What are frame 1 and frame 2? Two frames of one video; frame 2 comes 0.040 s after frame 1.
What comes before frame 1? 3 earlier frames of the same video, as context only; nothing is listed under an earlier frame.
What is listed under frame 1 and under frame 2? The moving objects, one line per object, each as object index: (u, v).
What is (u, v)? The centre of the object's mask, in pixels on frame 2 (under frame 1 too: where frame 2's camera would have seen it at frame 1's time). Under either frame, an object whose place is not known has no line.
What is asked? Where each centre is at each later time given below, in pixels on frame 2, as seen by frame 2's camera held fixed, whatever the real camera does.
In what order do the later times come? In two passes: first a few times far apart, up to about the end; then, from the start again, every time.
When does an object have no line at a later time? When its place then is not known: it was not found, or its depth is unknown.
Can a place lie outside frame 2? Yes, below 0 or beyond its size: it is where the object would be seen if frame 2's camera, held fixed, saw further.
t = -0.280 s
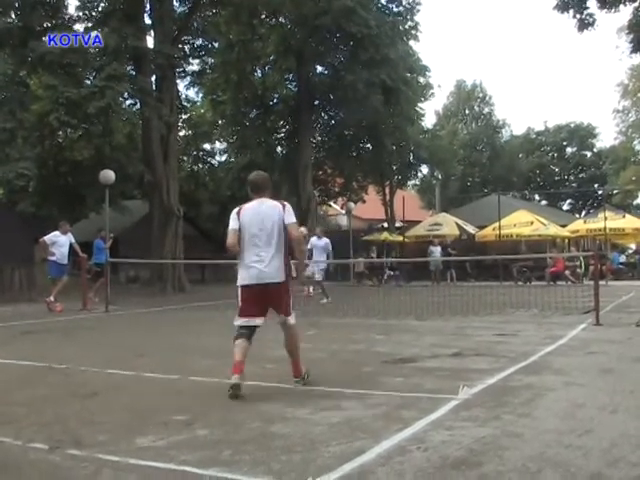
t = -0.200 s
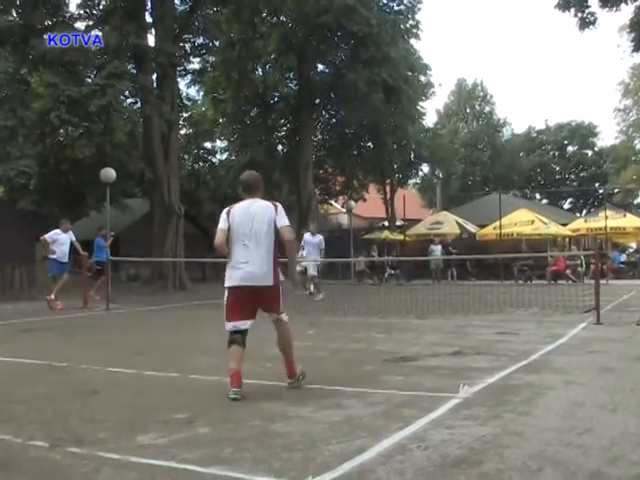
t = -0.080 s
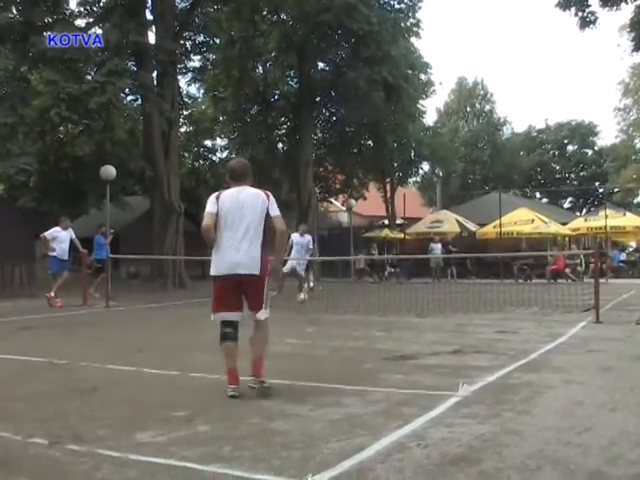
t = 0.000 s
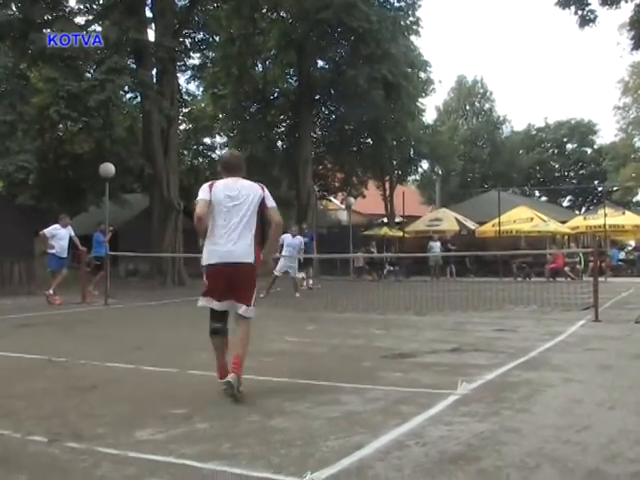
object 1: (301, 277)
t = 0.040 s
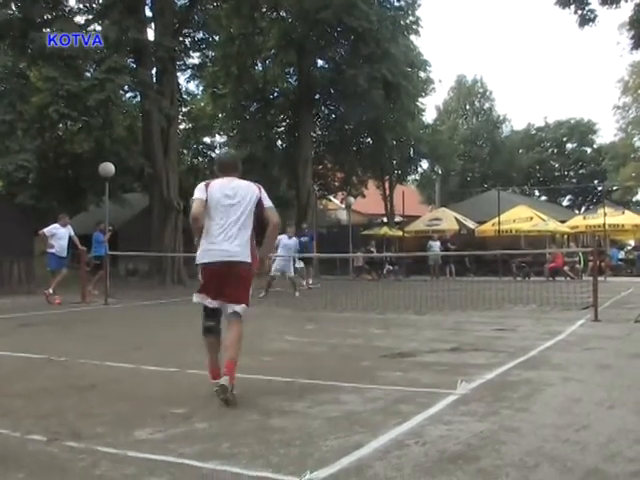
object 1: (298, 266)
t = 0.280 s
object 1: (295, 218)
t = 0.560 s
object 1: (291, 196)
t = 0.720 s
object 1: (289, 200)
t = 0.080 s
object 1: (299, 256)
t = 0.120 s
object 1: (298, 248)
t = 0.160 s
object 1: (298, 239)
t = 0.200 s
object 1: (296, 231)
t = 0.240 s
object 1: (296, 224)
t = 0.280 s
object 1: (295, 218)
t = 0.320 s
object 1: (295, 213)
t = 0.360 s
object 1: (294, 208)
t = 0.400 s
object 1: (294, 203)
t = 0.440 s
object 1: (293, 201)
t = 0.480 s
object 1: (292, 199)
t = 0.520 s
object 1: (292, 197)
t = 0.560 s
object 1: (291, 196)
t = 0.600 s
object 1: (291, 196)
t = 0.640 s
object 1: (291, 197)
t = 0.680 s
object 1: (290, 198)
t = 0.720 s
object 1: (289, 200)
